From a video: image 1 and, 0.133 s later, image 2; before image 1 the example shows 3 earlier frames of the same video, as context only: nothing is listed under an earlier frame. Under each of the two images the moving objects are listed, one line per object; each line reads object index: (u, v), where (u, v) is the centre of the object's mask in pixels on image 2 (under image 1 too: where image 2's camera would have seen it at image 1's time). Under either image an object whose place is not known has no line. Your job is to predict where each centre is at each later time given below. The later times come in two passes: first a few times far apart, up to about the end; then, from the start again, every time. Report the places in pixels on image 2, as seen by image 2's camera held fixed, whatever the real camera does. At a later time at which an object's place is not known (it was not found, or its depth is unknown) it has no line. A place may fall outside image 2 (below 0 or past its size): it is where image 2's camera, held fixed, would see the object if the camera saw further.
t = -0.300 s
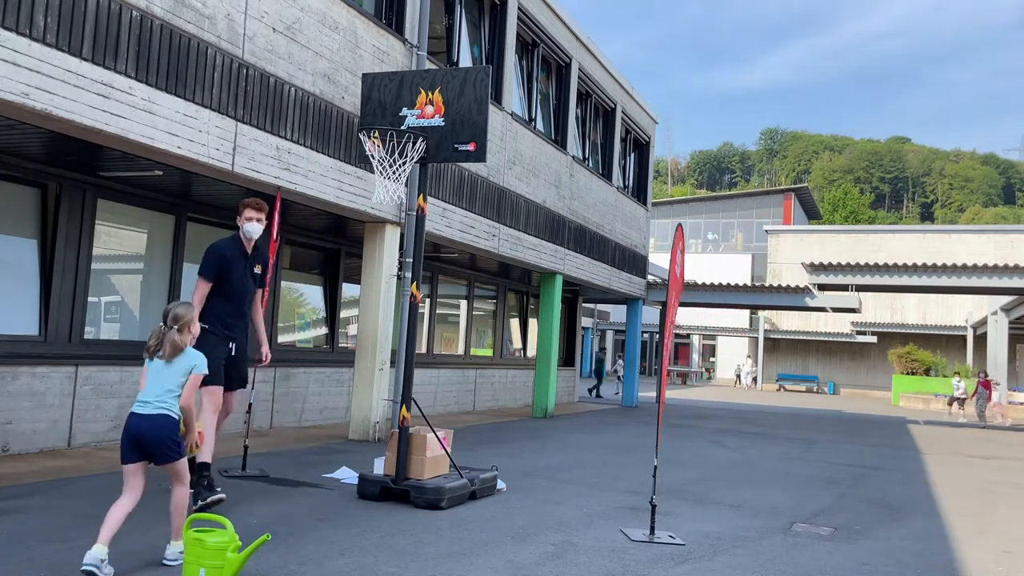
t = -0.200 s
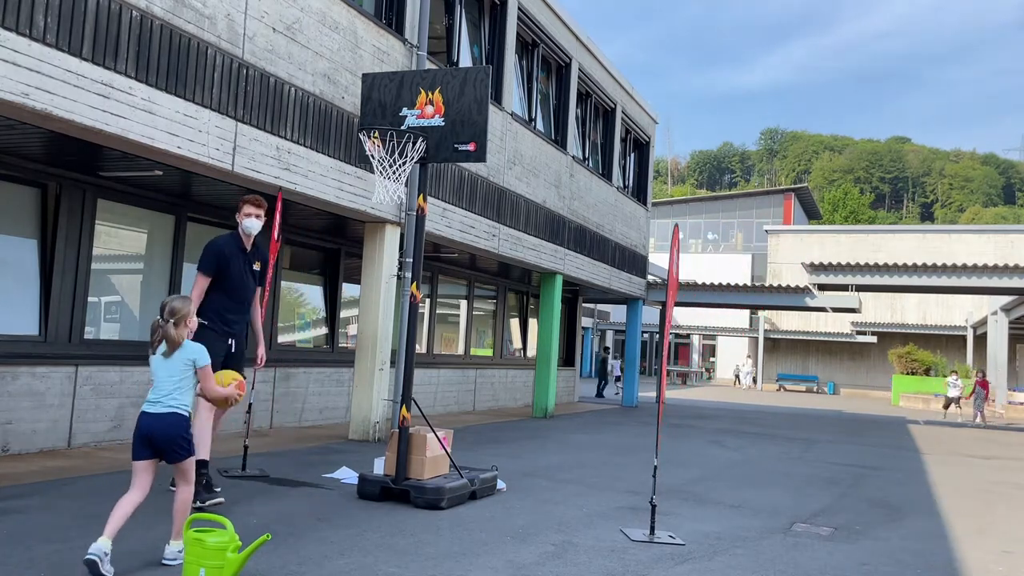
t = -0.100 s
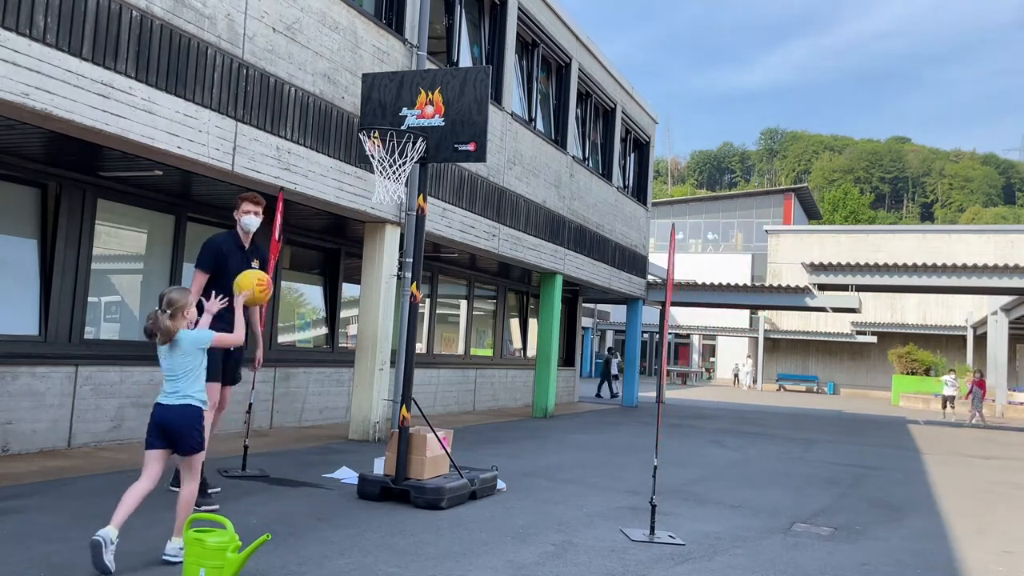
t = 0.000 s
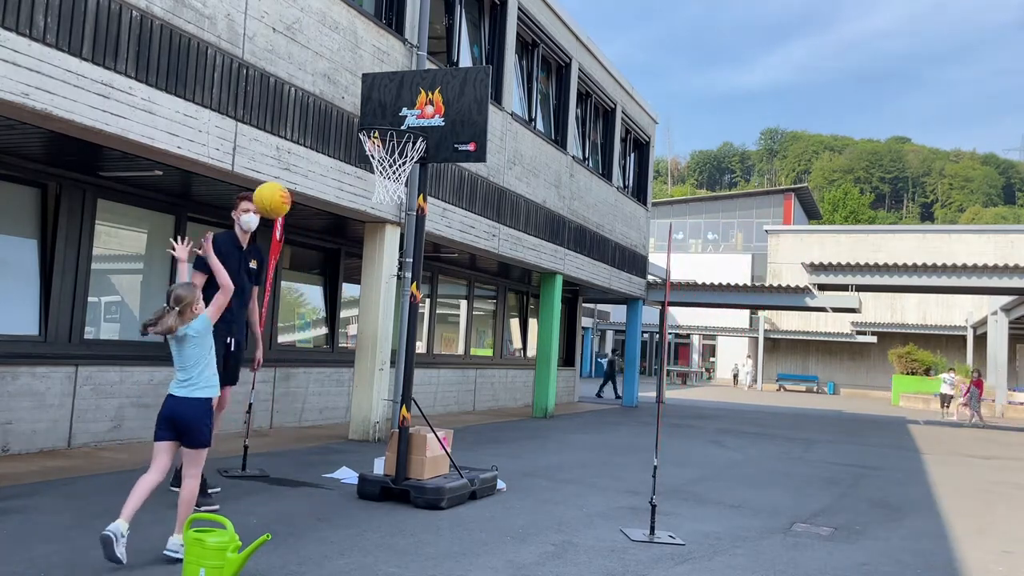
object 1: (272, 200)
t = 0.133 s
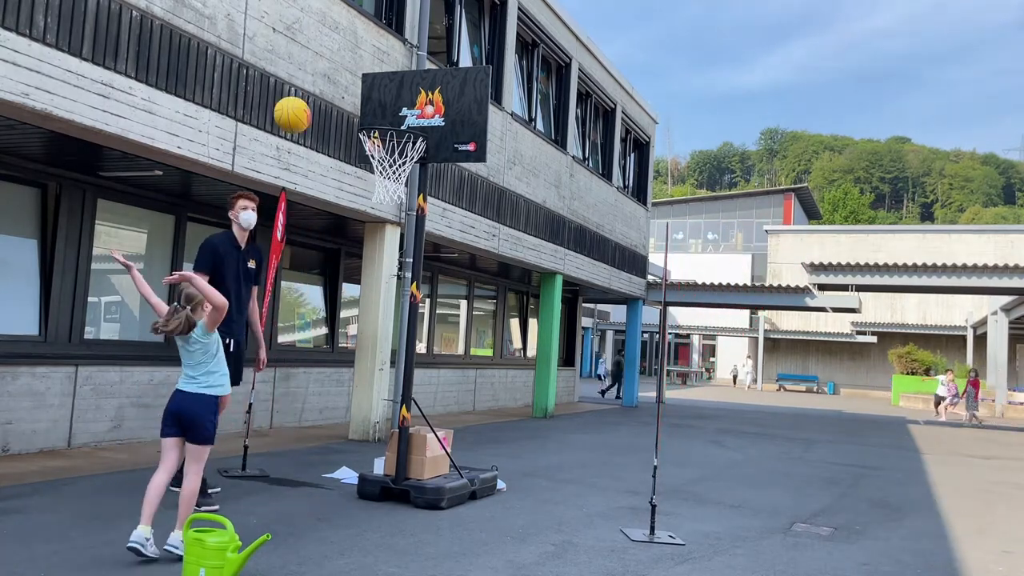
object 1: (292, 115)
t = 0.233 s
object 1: (305, 72)
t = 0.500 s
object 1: (331, 40)
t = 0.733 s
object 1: (348, 102)
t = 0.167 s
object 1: (296, 98)
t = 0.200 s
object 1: (301, 84)
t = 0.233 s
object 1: (305, 72)
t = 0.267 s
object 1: (309, 62)
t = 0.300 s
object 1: (313, 53)
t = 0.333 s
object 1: (316, 46)
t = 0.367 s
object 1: (319, 42)
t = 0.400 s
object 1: (323, 39)
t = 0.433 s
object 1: (325, 38)
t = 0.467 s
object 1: (328, 38)
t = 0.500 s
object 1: (331, 40)
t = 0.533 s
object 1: (334, 44)
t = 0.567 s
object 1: (336, 50)
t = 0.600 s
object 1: (339, 57)
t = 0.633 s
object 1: (341, 66)
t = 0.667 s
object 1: (343, 77)
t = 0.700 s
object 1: (346, 89)
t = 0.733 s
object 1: (348, 102)
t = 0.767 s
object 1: (349, 118)
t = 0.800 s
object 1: (351, 135)
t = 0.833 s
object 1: (352, 154)
